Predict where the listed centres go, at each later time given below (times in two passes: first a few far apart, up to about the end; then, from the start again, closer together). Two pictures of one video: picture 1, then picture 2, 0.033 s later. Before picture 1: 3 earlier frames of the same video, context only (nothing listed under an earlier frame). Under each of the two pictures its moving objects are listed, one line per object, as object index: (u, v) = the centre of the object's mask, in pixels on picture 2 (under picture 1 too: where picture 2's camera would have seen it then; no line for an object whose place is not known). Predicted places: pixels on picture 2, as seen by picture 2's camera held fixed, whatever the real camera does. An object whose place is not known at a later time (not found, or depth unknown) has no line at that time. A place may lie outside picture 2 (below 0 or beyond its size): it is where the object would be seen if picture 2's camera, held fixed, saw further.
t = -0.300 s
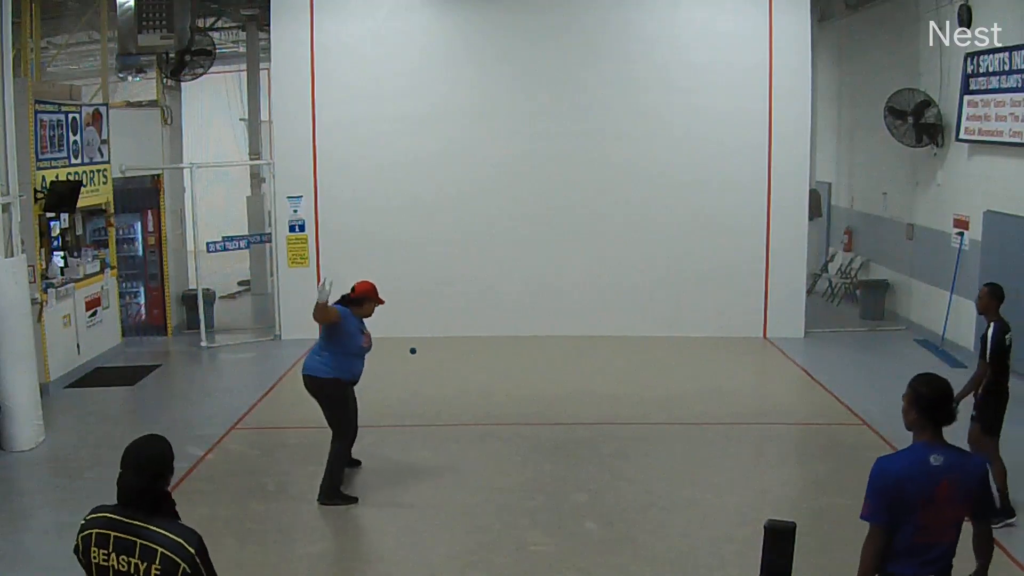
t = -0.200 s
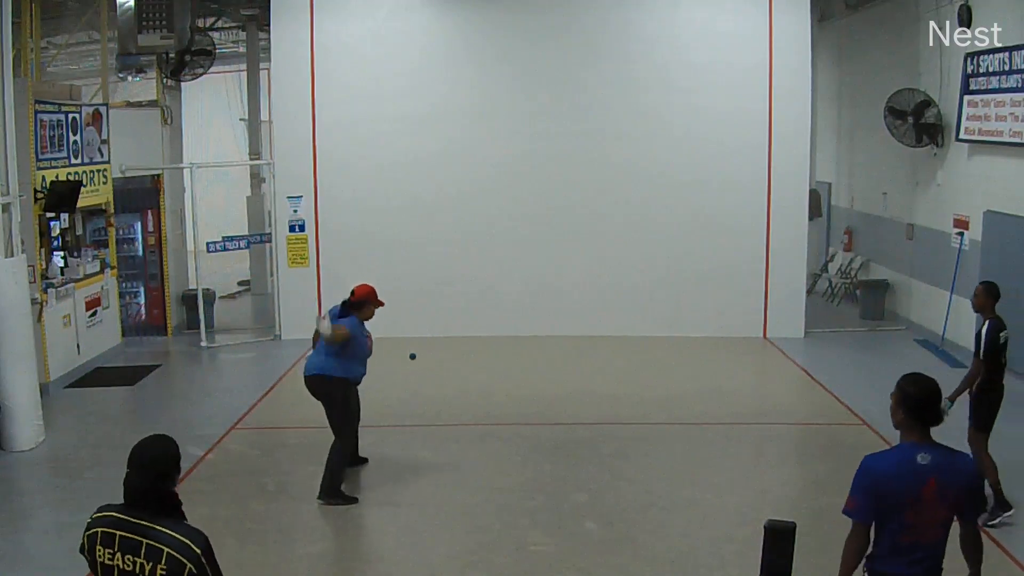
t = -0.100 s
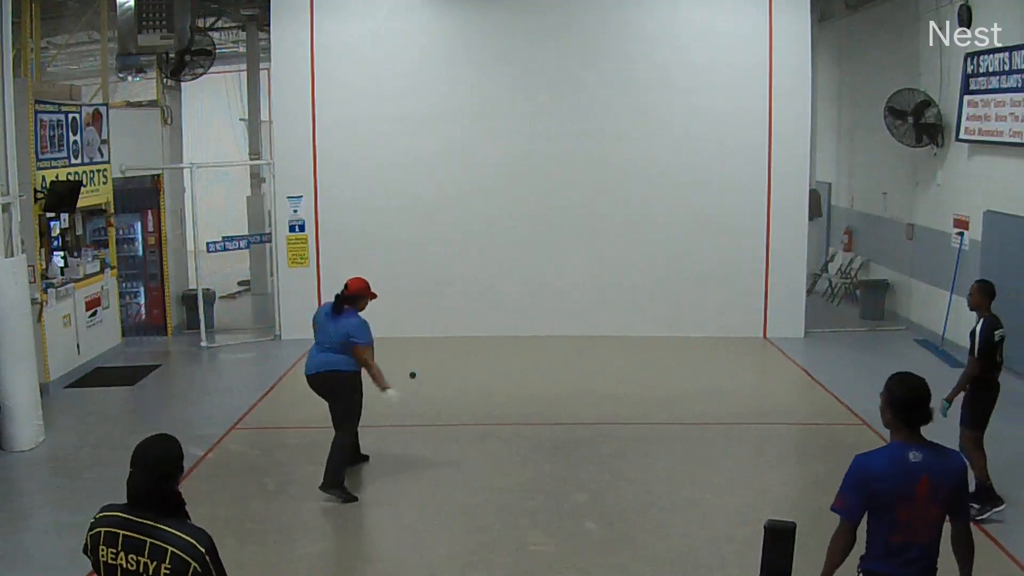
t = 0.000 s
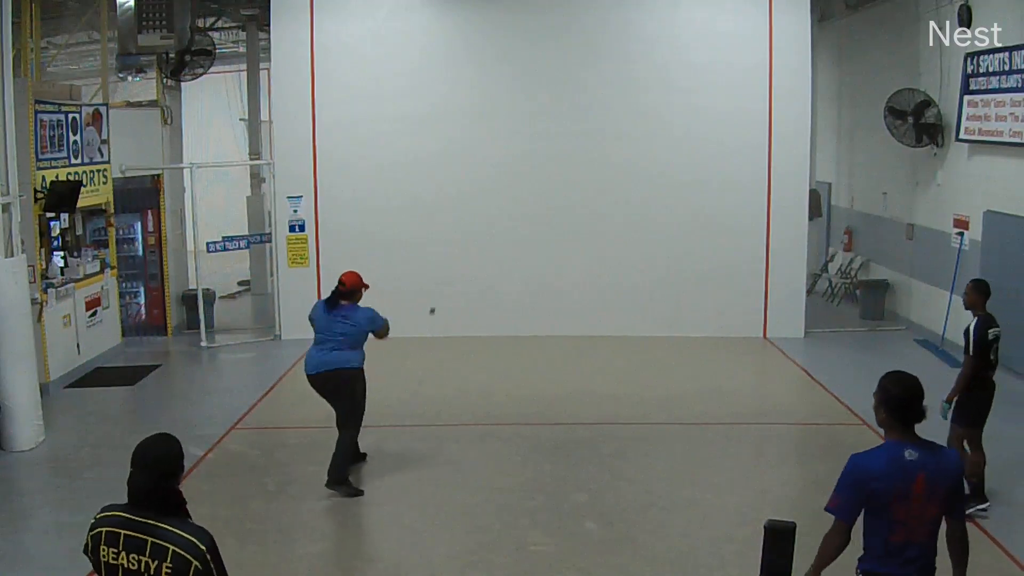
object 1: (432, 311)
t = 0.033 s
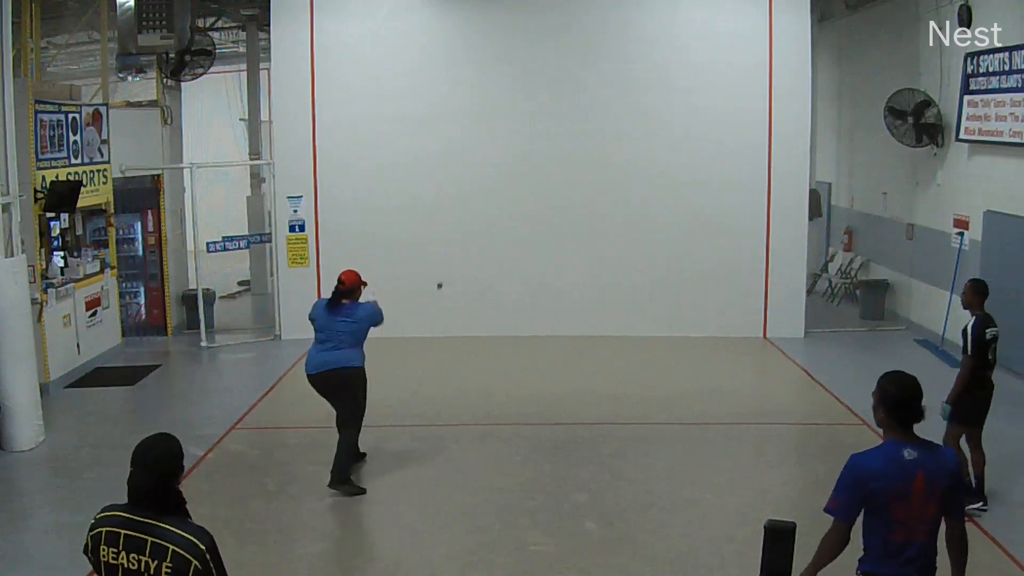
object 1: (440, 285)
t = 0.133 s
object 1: (458, 232)
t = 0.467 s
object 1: (483, 195)
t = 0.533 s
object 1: (486, 204)
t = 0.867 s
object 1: (509, 356)
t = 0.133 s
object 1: (458, 232)
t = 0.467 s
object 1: (483, 195)
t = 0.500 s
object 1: (484, 199)
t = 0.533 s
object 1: (486, 204)
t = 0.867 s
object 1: (509, 356)
